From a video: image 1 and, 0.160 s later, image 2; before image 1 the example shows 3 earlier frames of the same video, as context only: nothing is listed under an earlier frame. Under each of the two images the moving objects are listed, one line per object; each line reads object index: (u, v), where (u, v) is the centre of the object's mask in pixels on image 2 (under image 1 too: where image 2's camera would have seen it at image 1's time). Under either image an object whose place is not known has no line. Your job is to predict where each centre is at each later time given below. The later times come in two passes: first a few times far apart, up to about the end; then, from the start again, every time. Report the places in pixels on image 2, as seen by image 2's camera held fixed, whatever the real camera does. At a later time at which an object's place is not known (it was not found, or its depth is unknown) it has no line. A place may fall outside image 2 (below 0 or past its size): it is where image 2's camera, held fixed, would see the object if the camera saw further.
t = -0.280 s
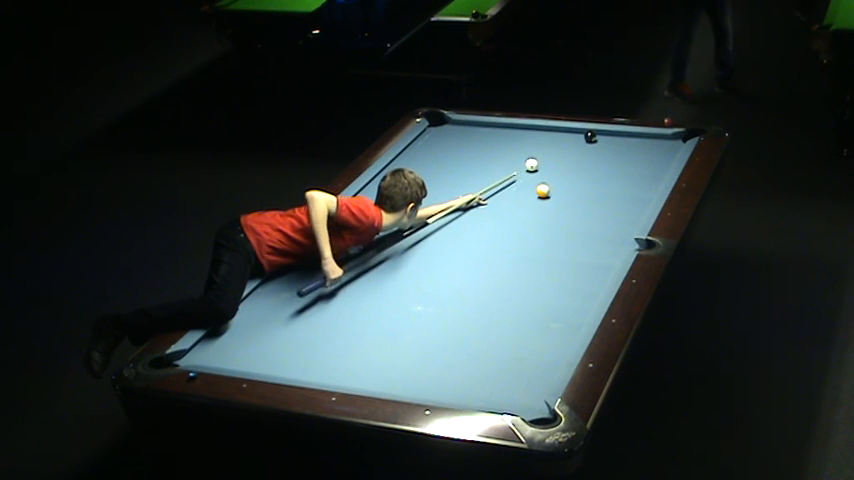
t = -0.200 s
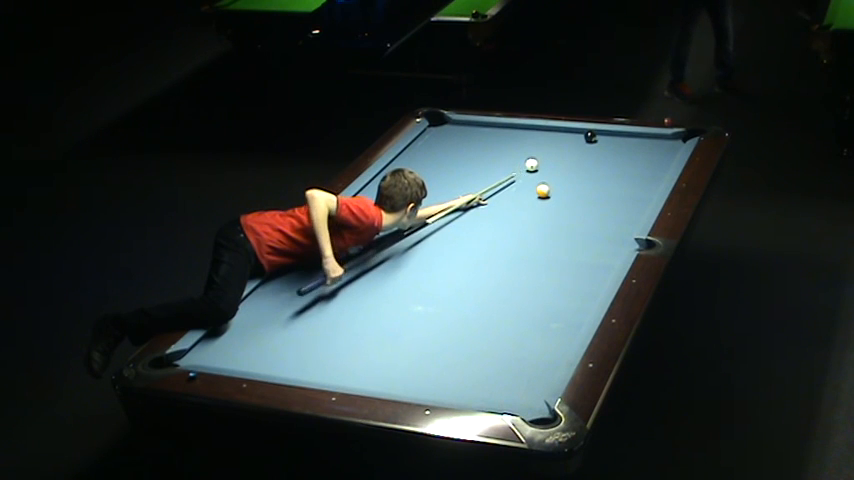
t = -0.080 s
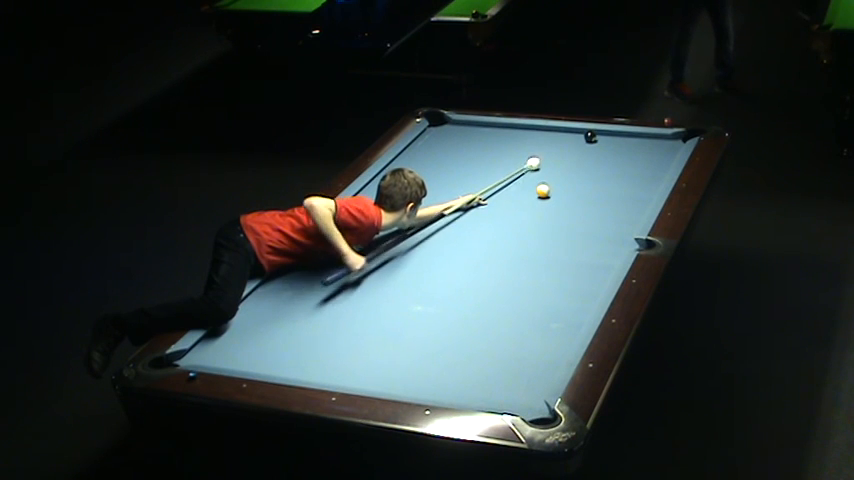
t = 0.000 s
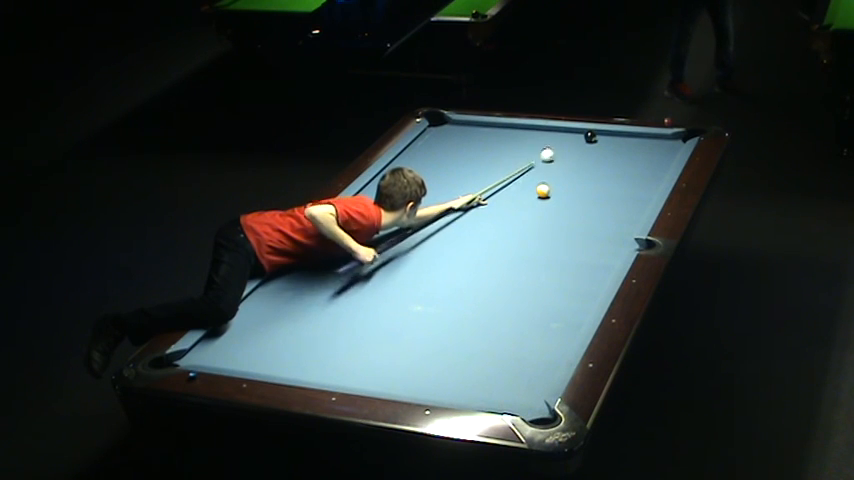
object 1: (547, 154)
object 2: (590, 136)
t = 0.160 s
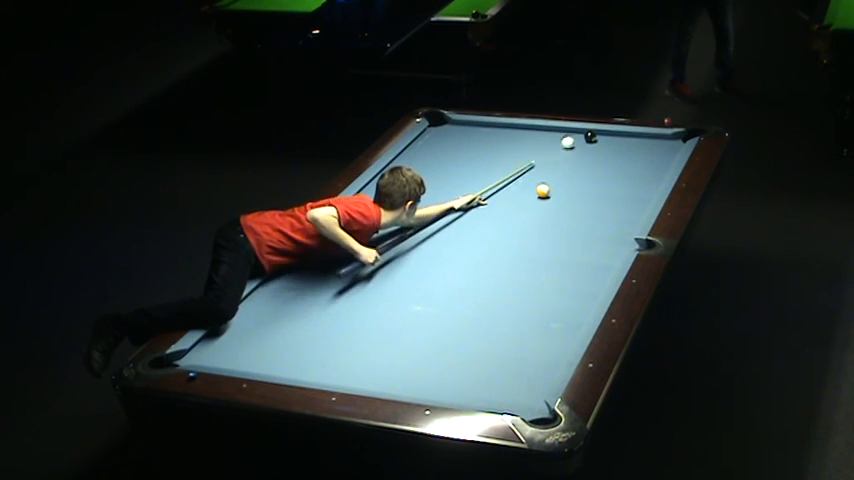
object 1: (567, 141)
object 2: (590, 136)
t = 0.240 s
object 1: (577, 136)
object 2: (590, 137)
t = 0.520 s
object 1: (559, 136)
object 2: (609, 137)
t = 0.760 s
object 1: (534, 142)
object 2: (624, 137)
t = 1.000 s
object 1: (509, 148)
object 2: (637, 137)
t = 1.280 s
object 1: (481, 156)
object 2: (652, 137)
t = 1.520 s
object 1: (456, 163)
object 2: (665, 137)
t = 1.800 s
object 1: (429, 170)
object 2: (674, 139)
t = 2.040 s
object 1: (406, 176)
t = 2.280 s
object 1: (384, 182)
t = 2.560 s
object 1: (370, 189)
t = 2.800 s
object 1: (373, 193)
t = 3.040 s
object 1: (375, 198)
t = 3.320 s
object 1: (379, 202)
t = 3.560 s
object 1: (381, 206)
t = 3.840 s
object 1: (384, 209)
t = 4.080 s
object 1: (386, 212)
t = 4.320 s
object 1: (388, 214)
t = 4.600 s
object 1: (390, 216)
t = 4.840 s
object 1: (391, 218)
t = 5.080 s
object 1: (391, 219)
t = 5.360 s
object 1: (392, 220)
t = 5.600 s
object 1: (392, 220)
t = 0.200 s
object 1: (572, 139)
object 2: (590, 136)
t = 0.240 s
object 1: (577, 136)
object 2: (590, 137)
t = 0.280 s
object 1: (578, 134)
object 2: (592, 136)
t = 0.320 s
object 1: (579, 131)
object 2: (595, 136)
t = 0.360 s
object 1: (576, 131)
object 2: (598, 137)
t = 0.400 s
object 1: (572, 132)
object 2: (600, 137)
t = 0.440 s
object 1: (568, 133)
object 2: (603, 137)
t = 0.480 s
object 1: (563, 135)
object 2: (606, 137)
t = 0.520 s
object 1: (559, 136)
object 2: (609, 137)
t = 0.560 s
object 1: (555, 137)
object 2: (611, 137)
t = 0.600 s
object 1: (551, 138)
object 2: (613, 137)
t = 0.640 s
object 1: (547, 139)
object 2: (615, 137)
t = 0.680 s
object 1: (542, 140)
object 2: (618, 137)
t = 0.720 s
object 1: (538, 141)
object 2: (621, 137)
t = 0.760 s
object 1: (534, 142)
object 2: (624, 137)
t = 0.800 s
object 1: (530, 143)
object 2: (626, 137)
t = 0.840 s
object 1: (526, 144)
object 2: (628, 137)
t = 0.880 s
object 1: (521, 146)
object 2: (630, 137)
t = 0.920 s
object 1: (517, 146)
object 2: (633, 137)
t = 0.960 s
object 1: (513, 147)
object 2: (635, 137)
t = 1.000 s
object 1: (509, 148)
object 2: (637, 137)
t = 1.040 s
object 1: (505, 150)
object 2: (640, 137)
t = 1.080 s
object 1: (501, 151)
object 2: (642, 137)
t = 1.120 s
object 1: (497, 152)
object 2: (644, 137)
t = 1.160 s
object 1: (493, 153)
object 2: (646, 137)
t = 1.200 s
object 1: (489, 154)
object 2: (648, 137)
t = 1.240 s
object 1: (485, 155)
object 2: (650, 137)
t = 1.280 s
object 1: (481, 156)
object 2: (652, 137)
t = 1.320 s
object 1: (477, 157)
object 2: (655, 137)
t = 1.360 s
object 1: (472, 158)
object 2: (657, 137)
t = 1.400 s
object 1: (468, 159)
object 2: (660, 137)
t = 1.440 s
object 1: (464, 161)
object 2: (662, 137)
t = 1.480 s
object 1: (460, 162)
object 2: (664, 137)
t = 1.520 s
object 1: (456, 163)
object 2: (665, 137)
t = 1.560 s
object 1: (453, 164)
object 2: (666, 137)
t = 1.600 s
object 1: (449, 165)
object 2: (667, 137)
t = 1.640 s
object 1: (445, 166)
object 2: (668, 137)
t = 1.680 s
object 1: (441, 167)
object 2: (670, 137)
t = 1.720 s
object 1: (437, 168)
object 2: (671, 138)
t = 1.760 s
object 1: (433, 169)
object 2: (673, 138)
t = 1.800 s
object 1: (429, 170)
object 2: (674, 139)
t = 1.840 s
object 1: (426, 171)
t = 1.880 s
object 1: (422, 172)
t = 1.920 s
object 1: (418, 173)
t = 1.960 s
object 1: (414, 174)
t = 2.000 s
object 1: (410, 176)
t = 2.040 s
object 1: (406, 176)
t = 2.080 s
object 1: (403, 177)
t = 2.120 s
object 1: (399, 178)
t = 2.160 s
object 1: (395, 179)
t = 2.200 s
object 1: (391, 180)
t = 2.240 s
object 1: (388, 181)
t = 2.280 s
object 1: (384, 182)
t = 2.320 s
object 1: (380, 183)
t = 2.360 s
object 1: (377, 184)
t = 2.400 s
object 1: (373, 185)
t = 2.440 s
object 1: (369, 187)
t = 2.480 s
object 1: (369, 187)
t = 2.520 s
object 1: (369, 188)
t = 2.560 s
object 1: (370, 189)
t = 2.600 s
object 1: (370, 190)
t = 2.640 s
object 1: (371, 191)
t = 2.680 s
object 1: (371, 191)
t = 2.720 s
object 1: (372, 192)
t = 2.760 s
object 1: (372, 193)
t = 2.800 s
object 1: (373, 193)
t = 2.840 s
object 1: (373, 194)
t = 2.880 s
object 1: (374, 194)
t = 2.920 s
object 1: (374, 195)
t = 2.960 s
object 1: (375, 196)
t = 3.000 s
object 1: (375, 197)
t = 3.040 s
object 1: (375, 198)
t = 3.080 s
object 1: (376, 198)
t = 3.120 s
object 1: (376, 199)
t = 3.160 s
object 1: (377, 199)
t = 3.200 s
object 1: (377, 200)
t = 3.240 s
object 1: (378, 201)
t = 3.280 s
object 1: (378, 201)
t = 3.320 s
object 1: (379, 202)
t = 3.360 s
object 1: (379, 203)
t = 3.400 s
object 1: (379, 203)
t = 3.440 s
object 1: (380, 204)
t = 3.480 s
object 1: (381, 204)
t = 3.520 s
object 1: (381, 205)
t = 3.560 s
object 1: (381, 206)
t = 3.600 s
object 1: (382, 206)
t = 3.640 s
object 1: (382, 207)
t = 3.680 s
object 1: (383, 208)
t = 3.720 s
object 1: (383, 208)
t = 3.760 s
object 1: (383, 209)
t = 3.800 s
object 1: (384, 209)
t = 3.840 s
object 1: (384, 209)
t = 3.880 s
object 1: (385, 210)
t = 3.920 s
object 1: (385, 210)
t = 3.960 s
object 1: (385, 211)
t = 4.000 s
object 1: (386, 211)
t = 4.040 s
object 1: (386, 211)
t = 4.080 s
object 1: (386, 212)
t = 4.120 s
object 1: (387, 212)
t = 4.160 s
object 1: (387, 213)
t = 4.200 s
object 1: (387, 213)
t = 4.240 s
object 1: (388, 214)
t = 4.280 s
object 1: (388, 214)
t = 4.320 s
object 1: (388, 214)
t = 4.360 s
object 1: (388, 215)
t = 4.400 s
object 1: (389, 215)
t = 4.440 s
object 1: (389, 215)
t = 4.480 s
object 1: (389, 215)
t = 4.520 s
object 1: (389, 216)
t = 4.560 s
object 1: (389, 216)
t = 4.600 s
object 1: (390, 216)
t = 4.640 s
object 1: (390, 217)
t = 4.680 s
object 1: (390, 217)
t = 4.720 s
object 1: (390, 217)
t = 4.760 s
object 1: (391, 218)
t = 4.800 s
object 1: (391, 218)
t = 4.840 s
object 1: (391, 218)
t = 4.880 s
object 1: (391, 218)
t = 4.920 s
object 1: (391, 218)
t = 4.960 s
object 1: (391, 219)
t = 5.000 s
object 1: (391, 219)
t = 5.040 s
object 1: (391, 219)
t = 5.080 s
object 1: (391, 219)
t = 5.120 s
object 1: (392, 219)
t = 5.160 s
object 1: (392, 219)
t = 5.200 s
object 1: (392, 219)
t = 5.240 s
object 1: (392, 219)
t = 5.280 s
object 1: (392, 220)
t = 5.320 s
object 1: (392, 220)
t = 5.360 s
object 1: (392, 220)
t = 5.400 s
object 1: (392, 220)
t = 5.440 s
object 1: (392, 220)
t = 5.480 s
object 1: (392, 220)
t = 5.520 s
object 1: (392, 220)
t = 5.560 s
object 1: (392, 220)
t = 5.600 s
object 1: (392, 220)
